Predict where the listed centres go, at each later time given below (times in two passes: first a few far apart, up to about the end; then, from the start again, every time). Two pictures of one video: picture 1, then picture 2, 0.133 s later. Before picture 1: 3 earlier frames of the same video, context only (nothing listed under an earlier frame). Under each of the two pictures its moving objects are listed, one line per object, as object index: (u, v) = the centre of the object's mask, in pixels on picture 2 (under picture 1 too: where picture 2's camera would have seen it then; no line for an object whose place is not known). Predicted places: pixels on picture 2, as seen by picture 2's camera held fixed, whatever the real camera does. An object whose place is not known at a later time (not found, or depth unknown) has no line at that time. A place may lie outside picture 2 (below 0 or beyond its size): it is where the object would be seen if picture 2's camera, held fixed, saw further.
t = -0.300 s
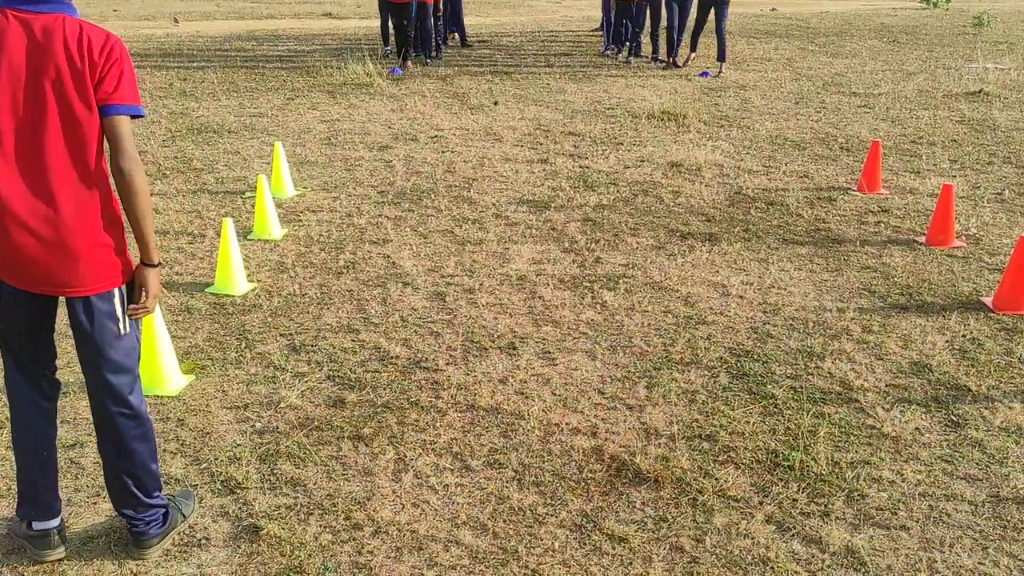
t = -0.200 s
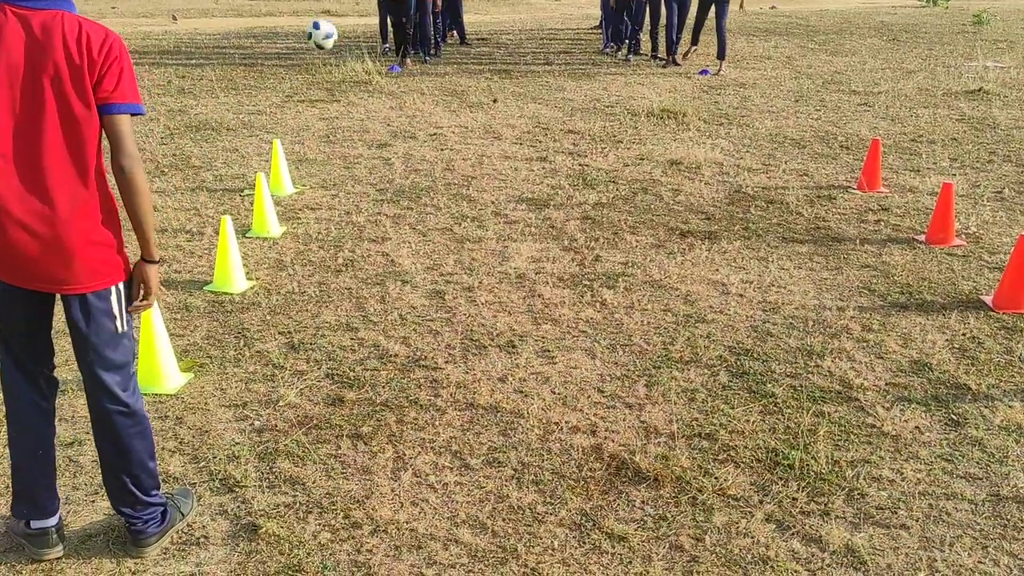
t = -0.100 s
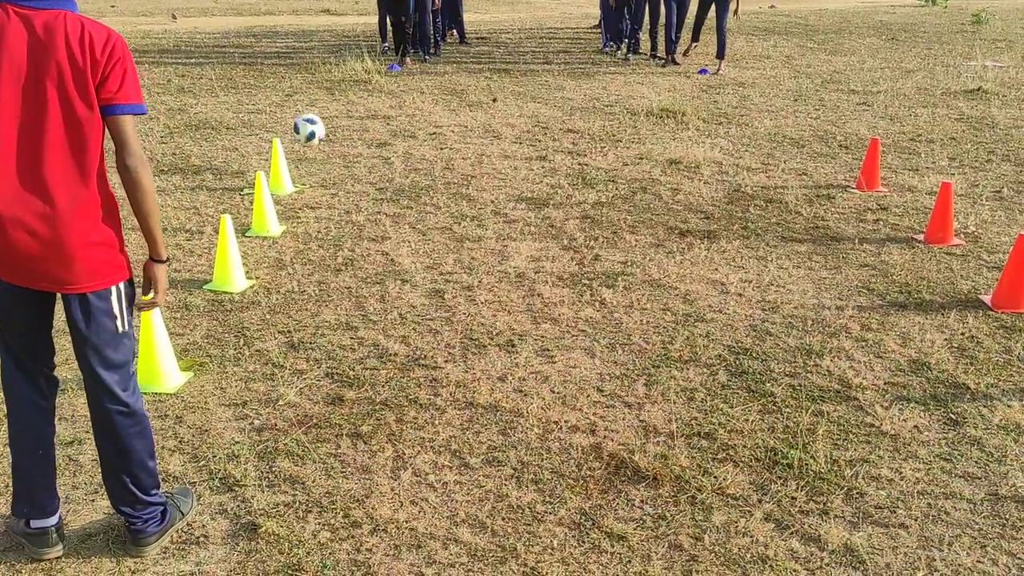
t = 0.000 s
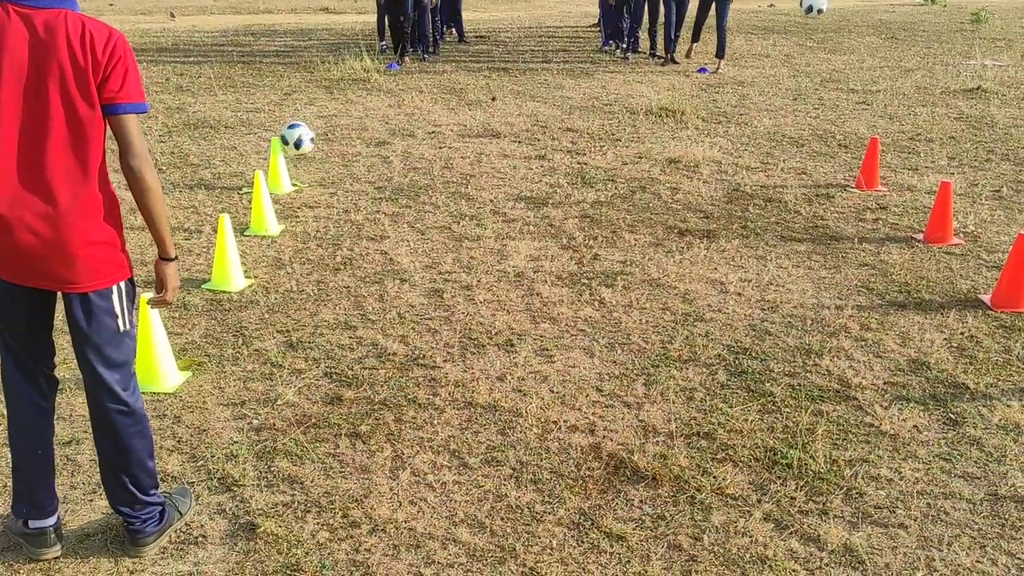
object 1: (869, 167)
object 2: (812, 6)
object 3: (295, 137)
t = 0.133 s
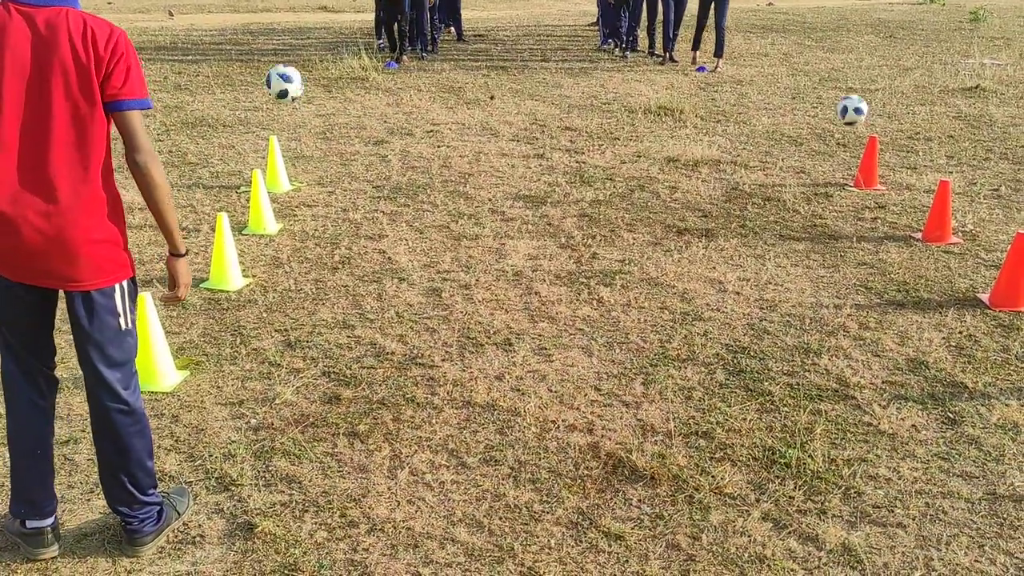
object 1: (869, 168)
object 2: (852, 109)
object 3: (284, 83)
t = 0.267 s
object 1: (866, 172)
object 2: (895, 141)
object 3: (274, 55)
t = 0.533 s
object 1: (852, 168)
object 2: (977, 92)
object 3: (260, 108)
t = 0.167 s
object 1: (869, 168)
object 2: (858, 142)
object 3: (281, 73)
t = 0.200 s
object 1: (868, 169)
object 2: (884, 167)
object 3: (279, 65)
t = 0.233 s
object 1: (869, 171)
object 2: (891, 155)
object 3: (276, 59)
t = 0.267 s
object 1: (866, 172)
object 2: (895, 141)
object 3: (274, 55)
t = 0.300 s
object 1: (862, 166)
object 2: (905, 130)
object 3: (272, 53)
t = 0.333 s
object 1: (864, 164)
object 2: (915, 118)
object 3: (270, 53)
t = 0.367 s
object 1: (865, 169)
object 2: (925, 110)
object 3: (267, 55)
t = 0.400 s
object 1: (864, 173)
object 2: (937, 102)
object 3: (266, 59)
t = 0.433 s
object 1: (864, 170)
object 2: (947, 97)
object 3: (264, 68)
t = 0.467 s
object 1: (861, 165)
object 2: (957, 93)
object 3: (263, 77)
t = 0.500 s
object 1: (856, 164)
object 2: (968, 91)
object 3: (262, 92)
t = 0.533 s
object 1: (852, 168)
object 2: (977, 92)
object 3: (260, 108)
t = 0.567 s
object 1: (848, 177)
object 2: (986, 94)
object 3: (259, 125)
